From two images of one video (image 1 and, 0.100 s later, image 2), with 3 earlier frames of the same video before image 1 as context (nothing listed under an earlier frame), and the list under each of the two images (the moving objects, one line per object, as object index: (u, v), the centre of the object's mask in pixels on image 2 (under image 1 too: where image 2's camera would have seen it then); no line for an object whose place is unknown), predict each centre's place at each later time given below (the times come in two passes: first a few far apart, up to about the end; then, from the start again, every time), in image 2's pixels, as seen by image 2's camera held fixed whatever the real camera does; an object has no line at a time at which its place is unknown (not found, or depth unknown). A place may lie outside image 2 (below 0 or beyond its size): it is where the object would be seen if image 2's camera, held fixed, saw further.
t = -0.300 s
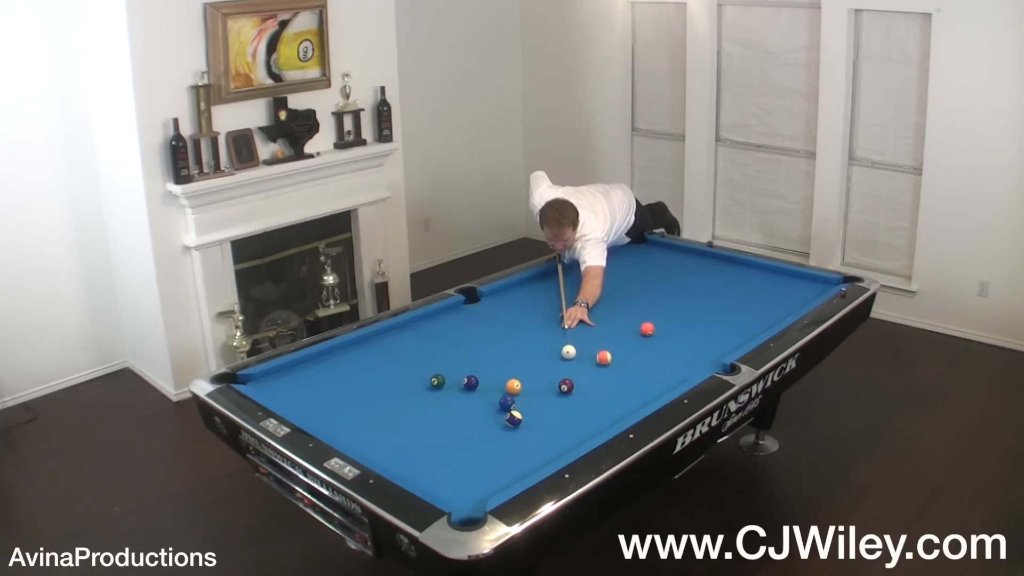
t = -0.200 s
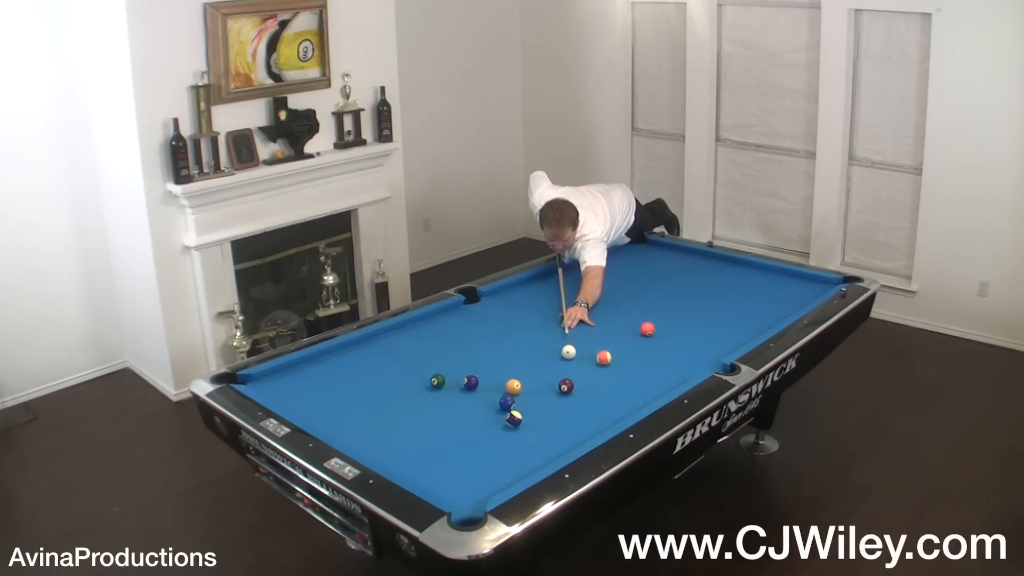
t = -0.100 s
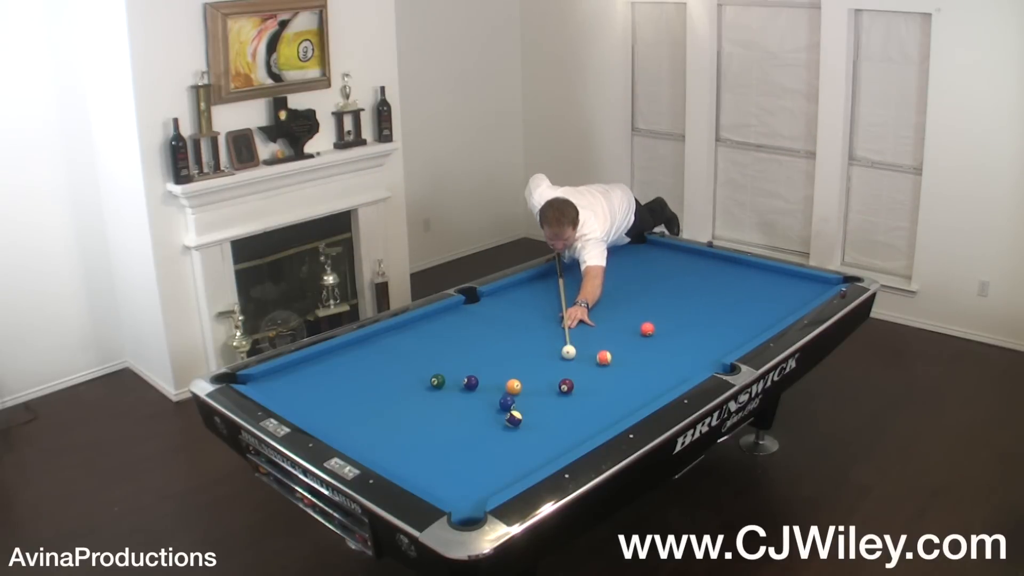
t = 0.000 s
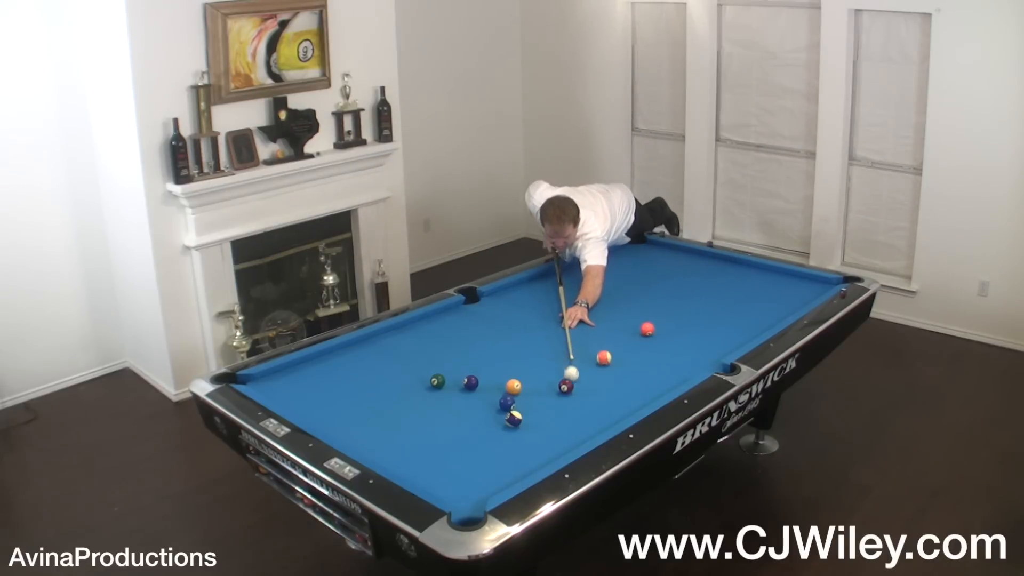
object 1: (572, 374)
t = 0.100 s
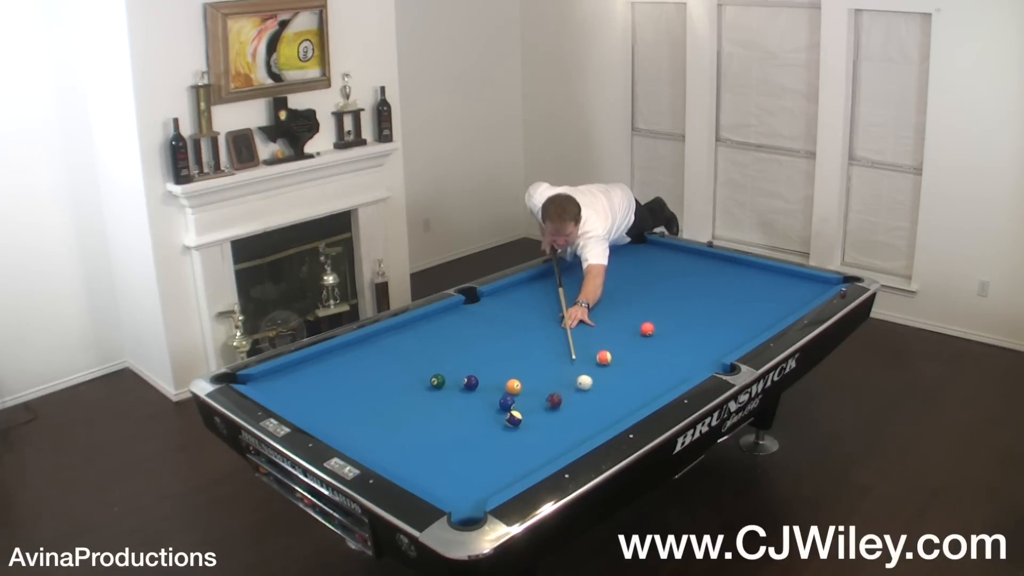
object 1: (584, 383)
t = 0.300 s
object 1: (612, 388)
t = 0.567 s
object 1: (648, 395)
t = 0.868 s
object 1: (651, 388)
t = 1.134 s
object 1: (645, 379)
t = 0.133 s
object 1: (589, 383)
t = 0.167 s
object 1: (594, 384)
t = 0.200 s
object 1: (599, 385)
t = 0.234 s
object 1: (603, 386)
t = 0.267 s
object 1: (608, 387)
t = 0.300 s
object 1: (612, 388)
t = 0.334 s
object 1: (617, 389)
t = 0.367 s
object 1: (621, 390)
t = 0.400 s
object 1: (626, 391)
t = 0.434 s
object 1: (630, 391)
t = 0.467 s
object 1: (635, 392)
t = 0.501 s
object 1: (640, 393)
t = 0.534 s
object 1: (644, 394)
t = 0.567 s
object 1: (648, 395)
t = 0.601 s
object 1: (653, 395)
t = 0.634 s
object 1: (656, 395)
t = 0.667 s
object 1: (656, 394)
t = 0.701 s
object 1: (655, 393)
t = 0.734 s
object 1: (655, 392)
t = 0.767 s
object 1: (654, 392)
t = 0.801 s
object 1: (653, 391)
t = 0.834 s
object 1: (652, 389)
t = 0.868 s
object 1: (651, 388)
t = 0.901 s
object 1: (650, 387)
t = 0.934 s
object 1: (650, 385)
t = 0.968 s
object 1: (649, 384)
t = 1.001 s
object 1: (648, 383)
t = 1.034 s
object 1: (647, 382)
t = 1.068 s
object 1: (646, 381)
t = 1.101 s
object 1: (646, 380)
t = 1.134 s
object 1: (645, 379)
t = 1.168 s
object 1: (644, 378)
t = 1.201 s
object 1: (643, 377)
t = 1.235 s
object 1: (643, 376)
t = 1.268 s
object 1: (642, 375)
